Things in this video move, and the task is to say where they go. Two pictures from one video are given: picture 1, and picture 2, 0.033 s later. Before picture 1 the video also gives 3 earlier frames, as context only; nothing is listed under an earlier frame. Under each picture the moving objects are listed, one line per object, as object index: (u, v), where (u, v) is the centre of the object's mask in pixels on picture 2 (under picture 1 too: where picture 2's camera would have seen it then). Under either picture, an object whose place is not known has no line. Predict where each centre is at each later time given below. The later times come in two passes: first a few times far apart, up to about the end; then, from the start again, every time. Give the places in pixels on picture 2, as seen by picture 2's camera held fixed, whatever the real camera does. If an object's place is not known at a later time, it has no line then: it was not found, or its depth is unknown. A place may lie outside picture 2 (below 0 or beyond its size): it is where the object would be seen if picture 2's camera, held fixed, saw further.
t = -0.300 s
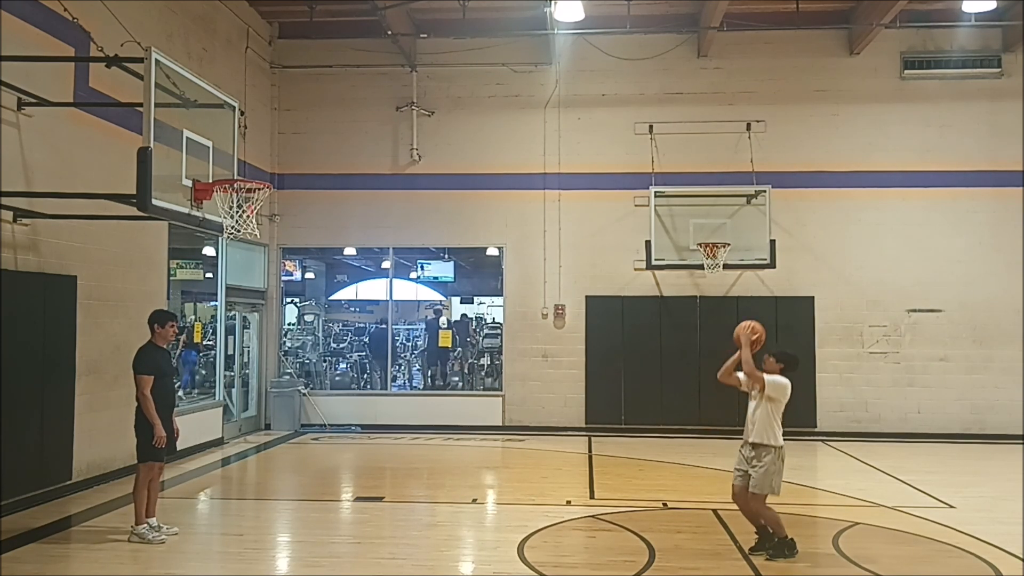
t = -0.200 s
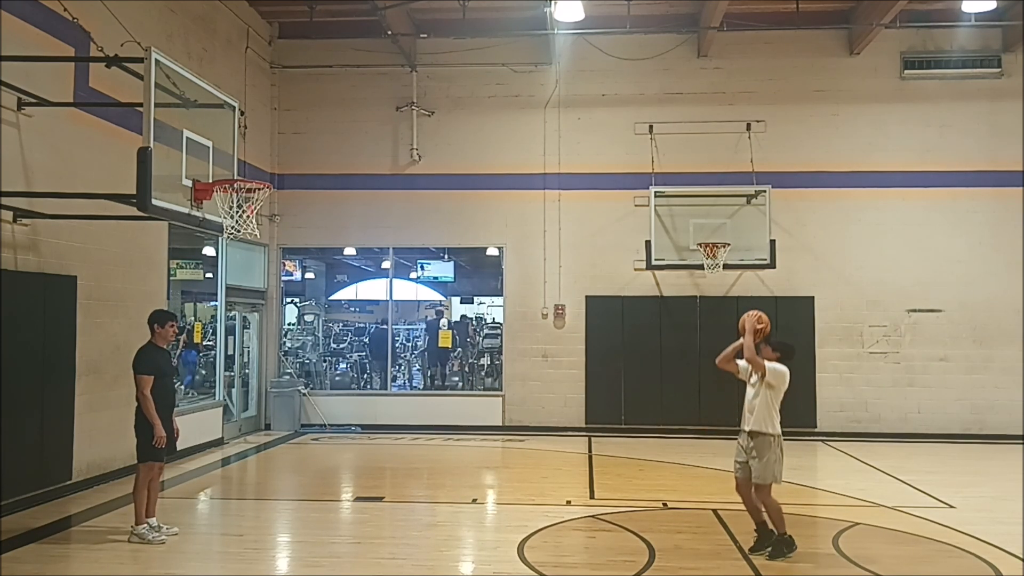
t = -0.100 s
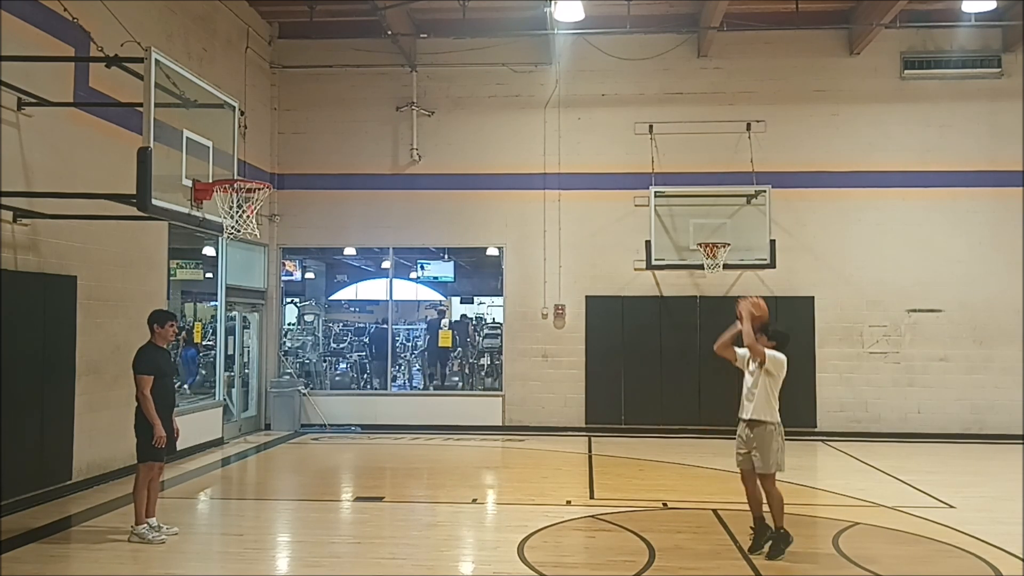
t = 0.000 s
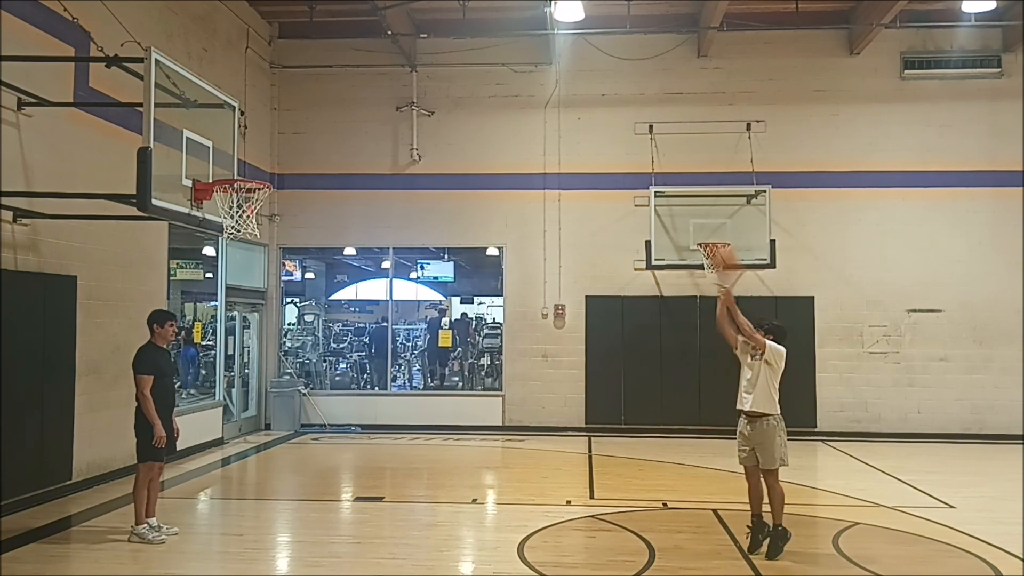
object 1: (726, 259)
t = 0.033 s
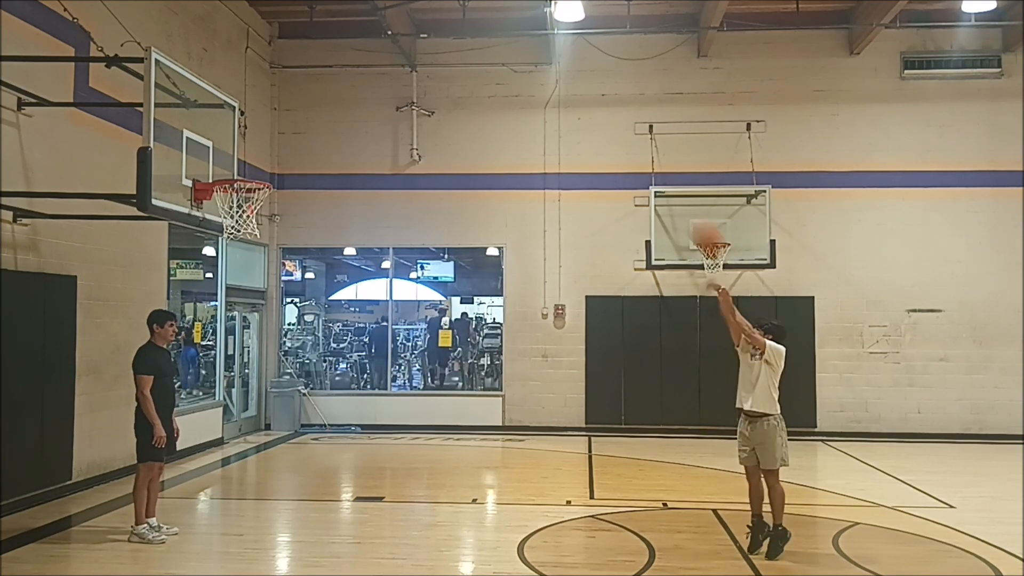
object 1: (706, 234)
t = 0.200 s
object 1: (625, 149)
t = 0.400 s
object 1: (531, 83)
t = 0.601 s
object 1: (440, 66)
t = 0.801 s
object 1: (350, 95)
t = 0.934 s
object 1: (290, 139)
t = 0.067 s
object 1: (691, 219)
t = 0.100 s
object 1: (673, 195)
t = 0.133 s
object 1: (661, 180)
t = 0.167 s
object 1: (641, 164)
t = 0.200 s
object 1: (625, 149)
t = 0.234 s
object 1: (610, 135)
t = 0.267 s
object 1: (594, 121)
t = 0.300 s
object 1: (577, 109)
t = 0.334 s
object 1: (562, 99)
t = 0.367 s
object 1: (547, 90)
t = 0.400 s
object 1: (531, 83)
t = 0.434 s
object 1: (516, 78)
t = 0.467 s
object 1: (501, 73)
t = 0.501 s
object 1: (486, 69)
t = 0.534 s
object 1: (470, 66)
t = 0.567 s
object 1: (455, 65)
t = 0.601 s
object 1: (440, 66)
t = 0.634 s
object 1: (426, 67)
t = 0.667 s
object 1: (410, 70)
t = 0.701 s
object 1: (395, 74)
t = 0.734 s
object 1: (380, 80)
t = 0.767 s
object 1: (365, 87)
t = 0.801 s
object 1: (350, 95)
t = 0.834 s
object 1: (335, 104)
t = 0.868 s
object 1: (321, 115)
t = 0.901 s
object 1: (305, 126)
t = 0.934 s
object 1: (290, 139)
